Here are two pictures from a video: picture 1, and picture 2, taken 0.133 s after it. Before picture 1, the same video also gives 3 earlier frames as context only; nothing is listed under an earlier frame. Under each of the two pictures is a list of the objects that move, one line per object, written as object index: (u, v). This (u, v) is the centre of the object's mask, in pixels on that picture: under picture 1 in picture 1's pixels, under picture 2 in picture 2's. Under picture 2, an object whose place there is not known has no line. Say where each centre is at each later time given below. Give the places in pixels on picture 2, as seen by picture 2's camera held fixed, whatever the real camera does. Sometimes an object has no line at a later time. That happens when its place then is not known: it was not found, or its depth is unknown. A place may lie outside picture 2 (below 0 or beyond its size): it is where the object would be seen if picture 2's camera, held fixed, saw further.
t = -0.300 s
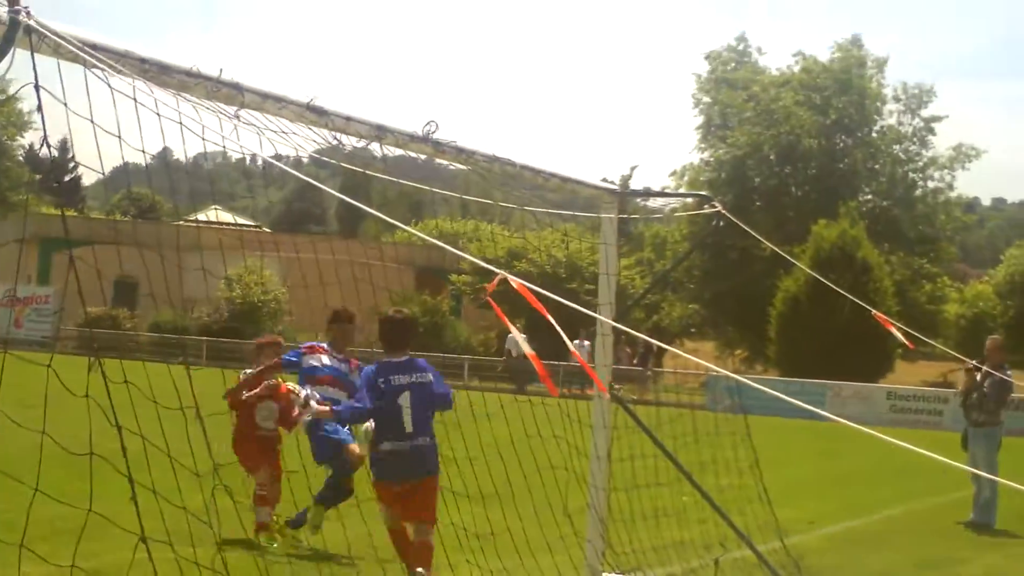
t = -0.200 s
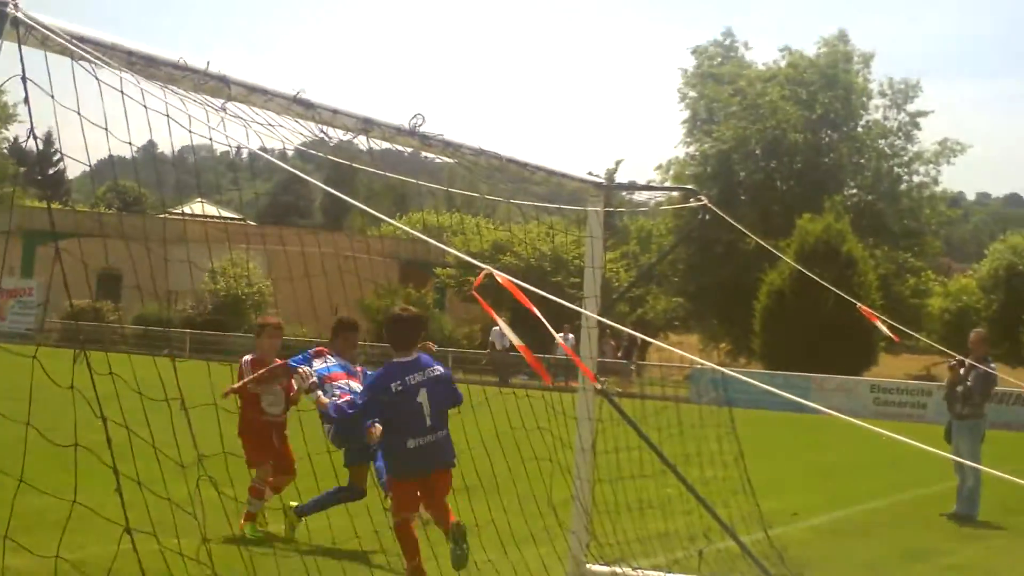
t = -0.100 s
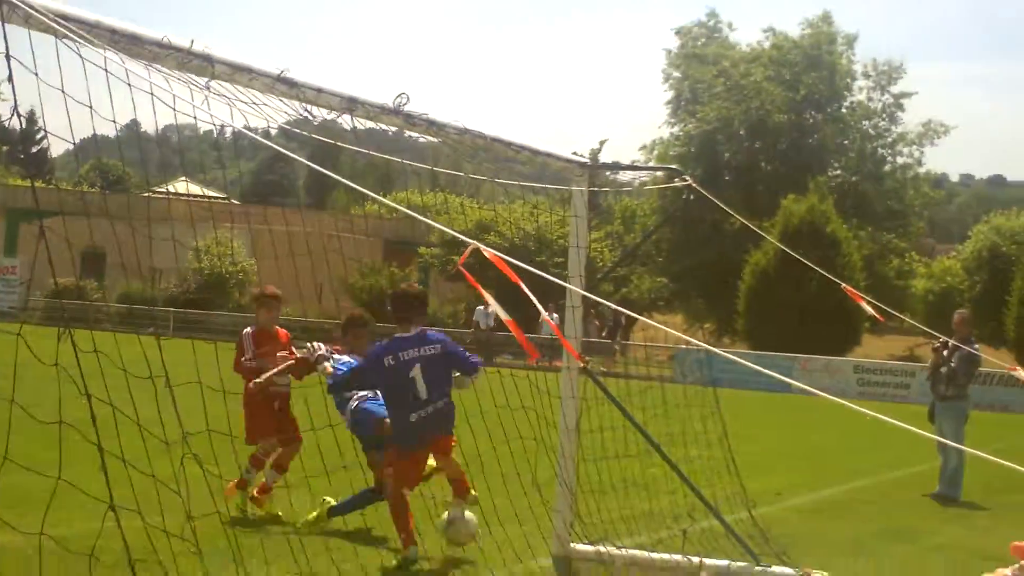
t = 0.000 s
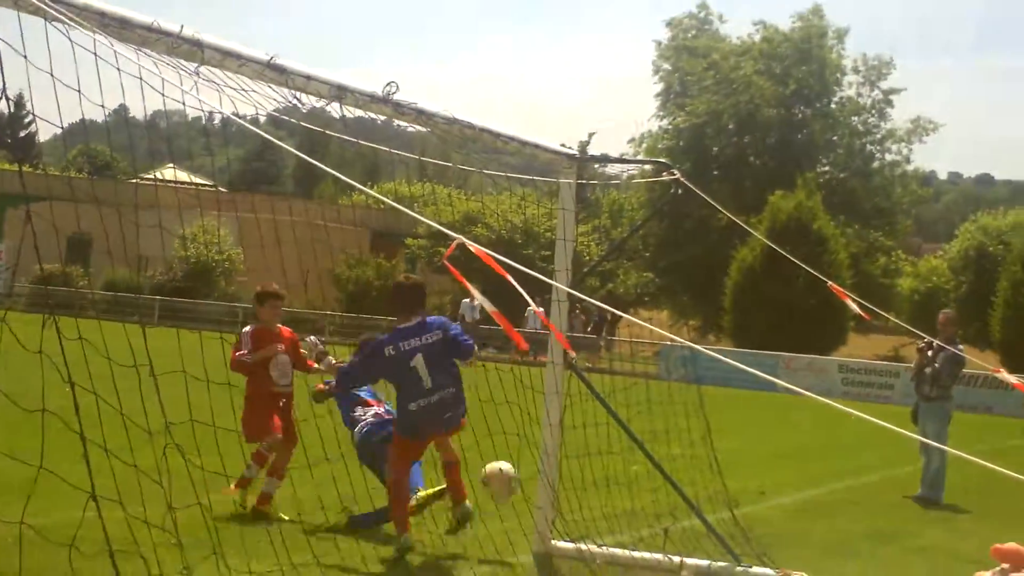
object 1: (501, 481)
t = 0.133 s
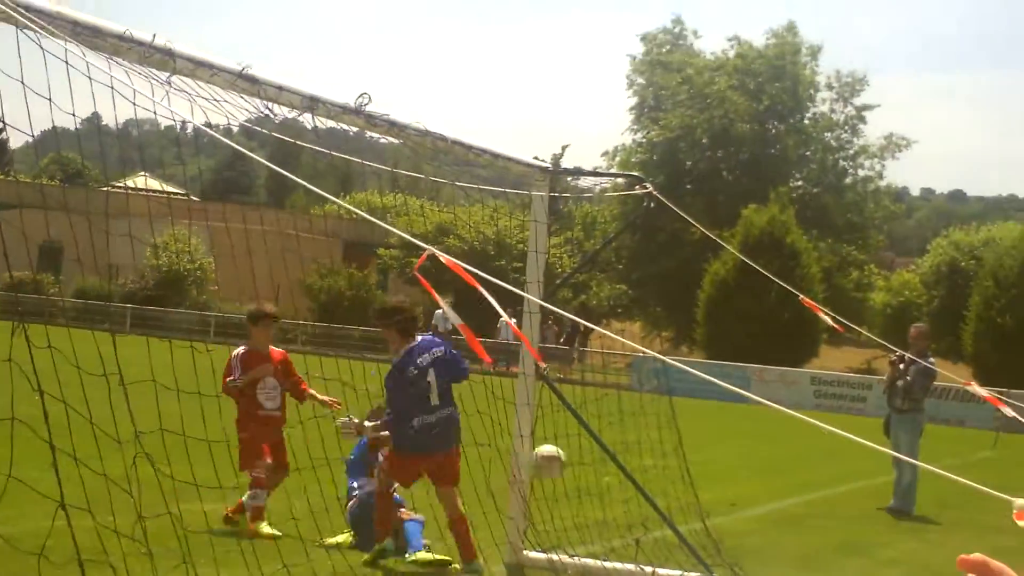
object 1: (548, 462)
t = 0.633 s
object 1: (669, 517)
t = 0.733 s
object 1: (669, 519)
